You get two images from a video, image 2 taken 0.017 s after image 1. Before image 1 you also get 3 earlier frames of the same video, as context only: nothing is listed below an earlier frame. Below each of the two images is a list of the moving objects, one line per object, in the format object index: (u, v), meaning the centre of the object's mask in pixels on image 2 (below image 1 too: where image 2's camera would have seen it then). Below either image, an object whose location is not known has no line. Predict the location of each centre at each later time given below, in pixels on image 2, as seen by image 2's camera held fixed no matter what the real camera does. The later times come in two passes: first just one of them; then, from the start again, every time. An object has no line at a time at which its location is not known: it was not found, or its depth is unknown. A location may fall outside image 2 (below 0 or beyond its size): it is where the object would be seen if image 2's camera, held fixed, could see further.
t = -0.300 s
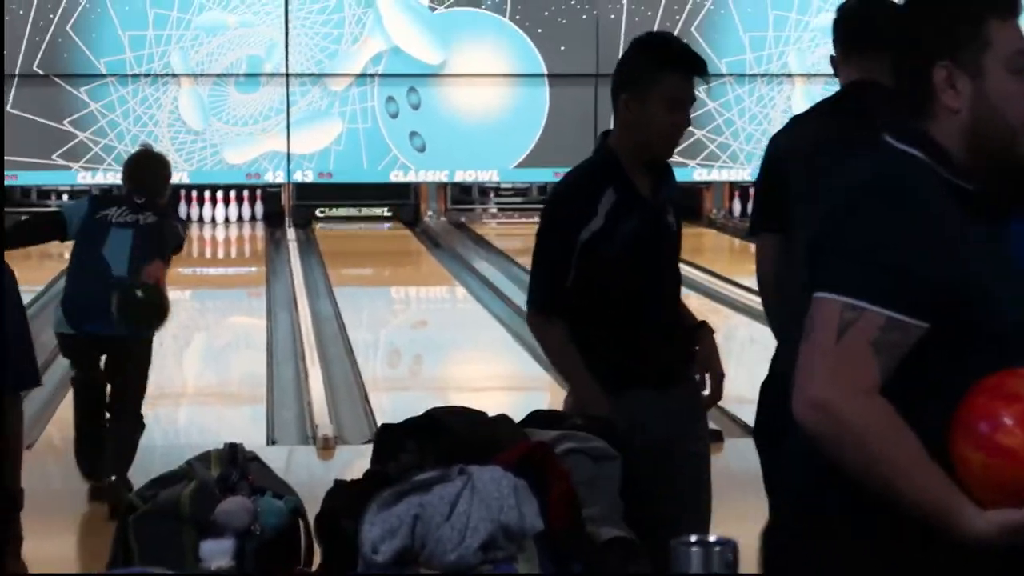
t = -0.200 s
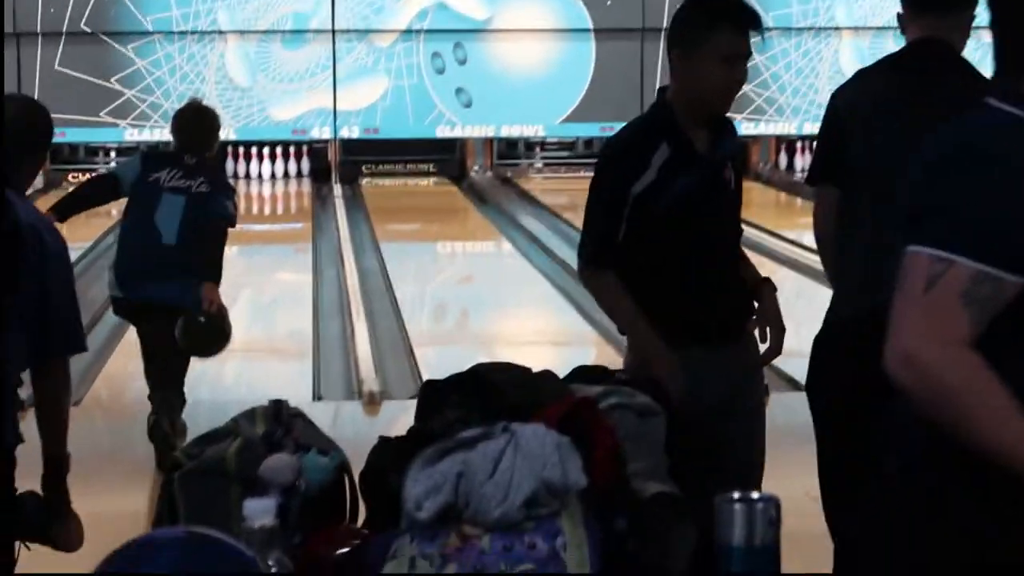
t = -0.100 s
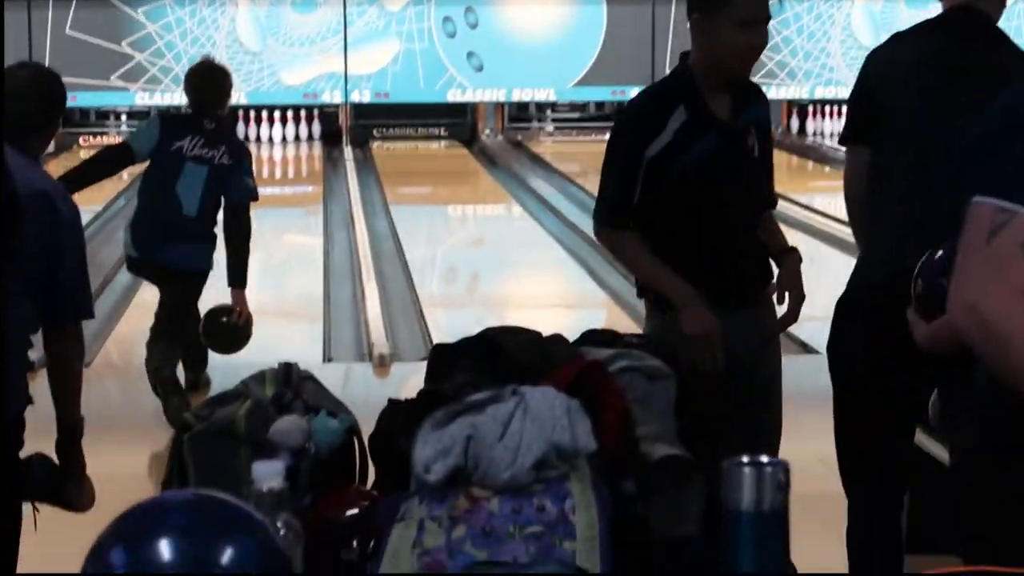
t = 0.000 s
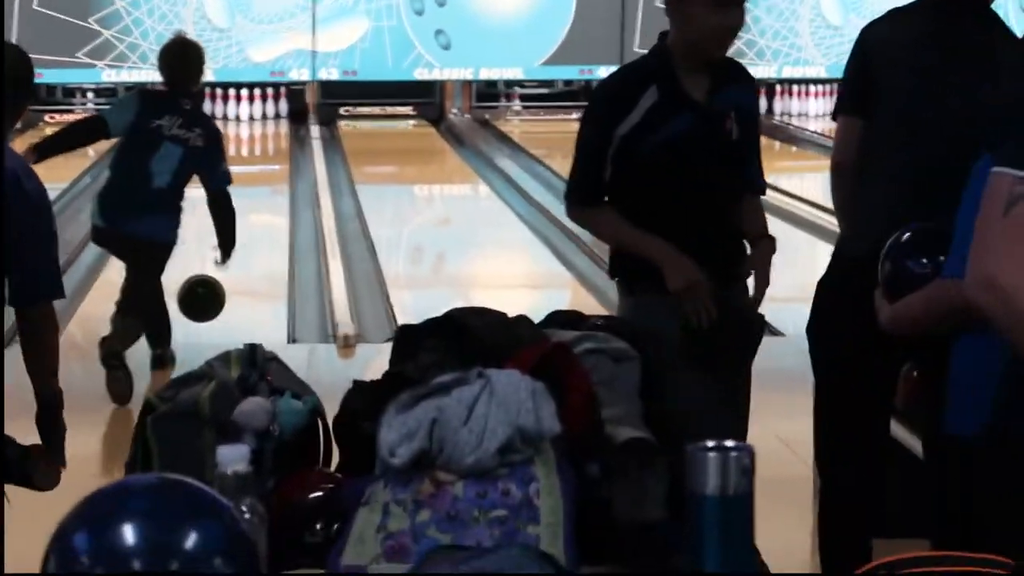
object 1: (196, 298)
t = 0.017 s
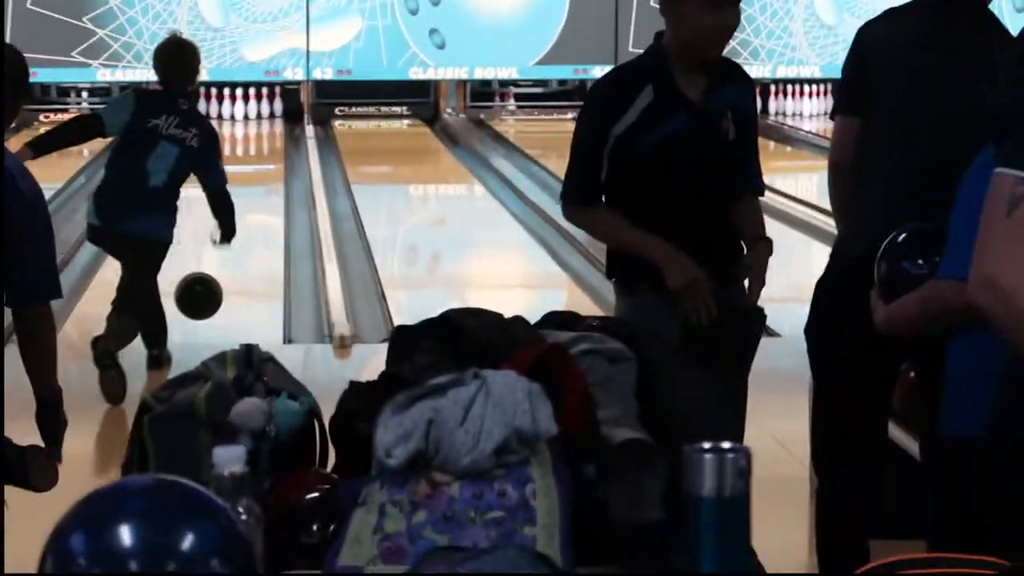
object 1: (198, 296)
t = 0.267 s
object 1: (219, 282)
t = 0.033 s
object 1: (200, 294)
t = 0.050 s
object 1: (202, 293)
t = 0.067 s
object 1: (203, 292)
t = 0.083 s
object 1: (205, 292)
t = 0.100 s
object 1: (206, 293)
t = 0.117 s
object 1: (208, 294)
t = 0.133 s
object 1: (209, 296)
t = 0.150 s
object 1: (211, 298)
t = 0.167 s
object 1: (212, 300)
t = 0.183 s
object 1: (213, 296)
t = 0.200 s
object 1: (215, 293)
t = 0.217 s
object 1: (216, 290)
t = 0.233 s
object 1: (217, 287)
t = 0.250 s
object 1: (219, 284)
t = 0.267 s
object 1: (219, 282)
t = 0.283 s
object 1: (220, 279)
